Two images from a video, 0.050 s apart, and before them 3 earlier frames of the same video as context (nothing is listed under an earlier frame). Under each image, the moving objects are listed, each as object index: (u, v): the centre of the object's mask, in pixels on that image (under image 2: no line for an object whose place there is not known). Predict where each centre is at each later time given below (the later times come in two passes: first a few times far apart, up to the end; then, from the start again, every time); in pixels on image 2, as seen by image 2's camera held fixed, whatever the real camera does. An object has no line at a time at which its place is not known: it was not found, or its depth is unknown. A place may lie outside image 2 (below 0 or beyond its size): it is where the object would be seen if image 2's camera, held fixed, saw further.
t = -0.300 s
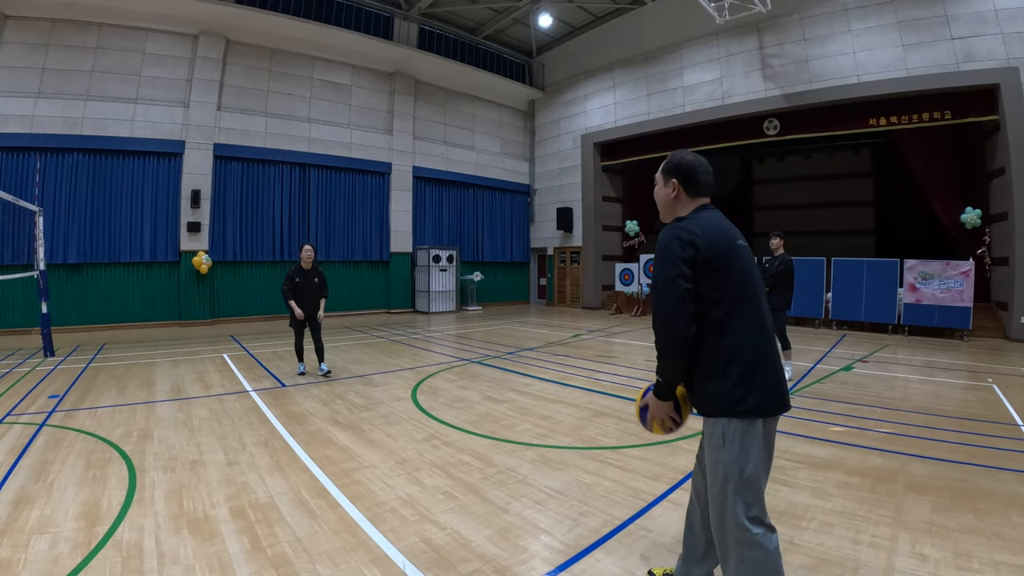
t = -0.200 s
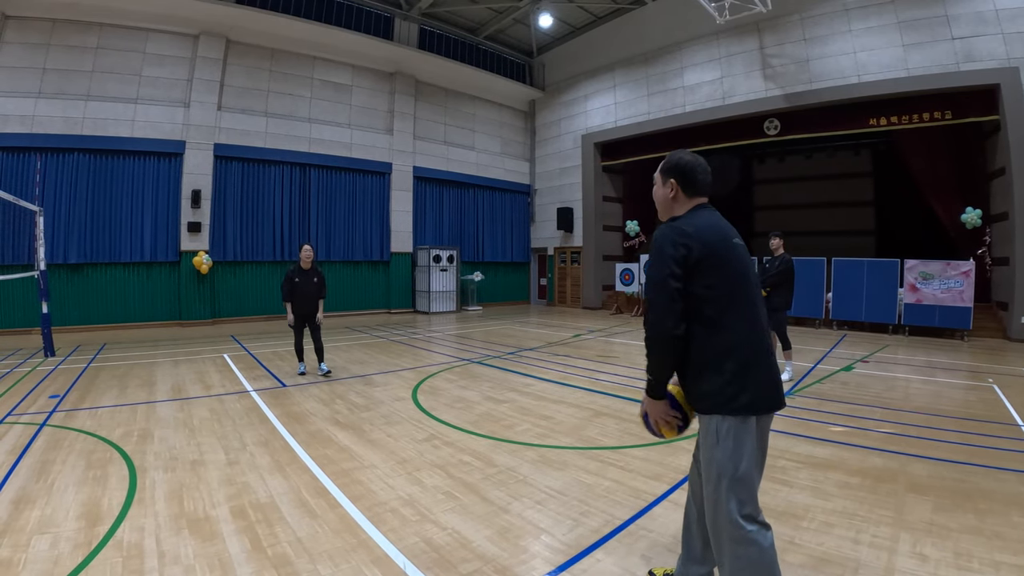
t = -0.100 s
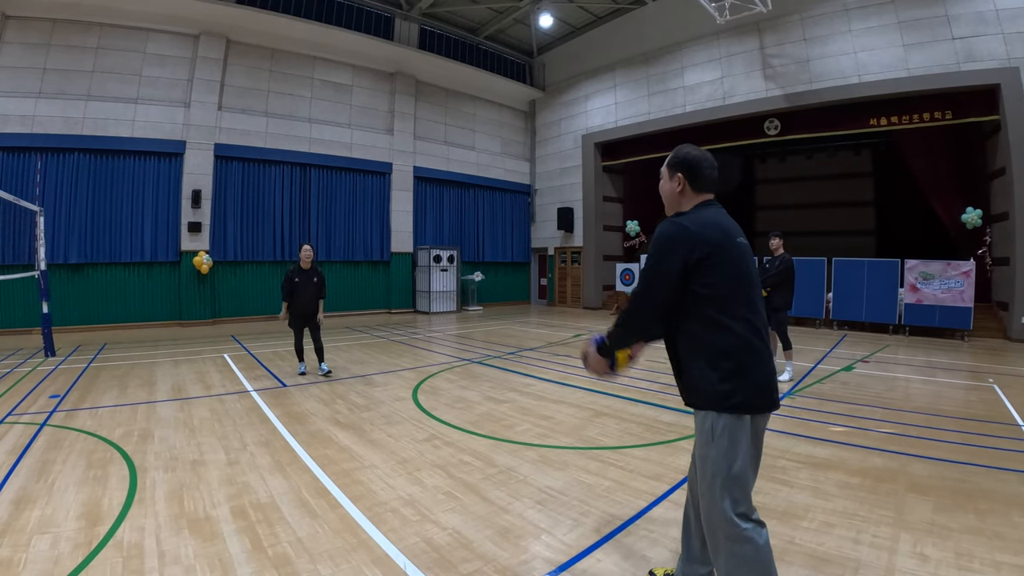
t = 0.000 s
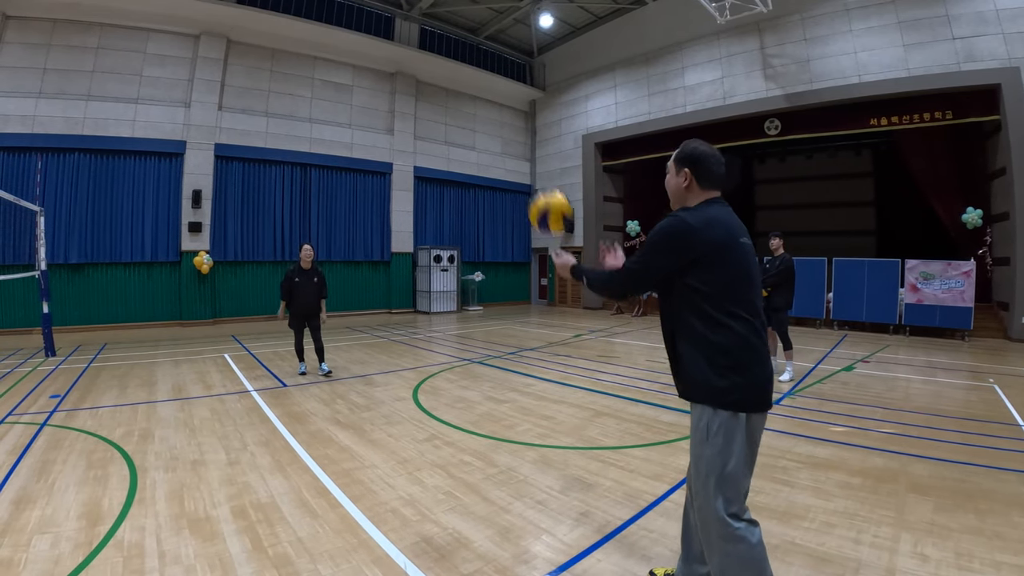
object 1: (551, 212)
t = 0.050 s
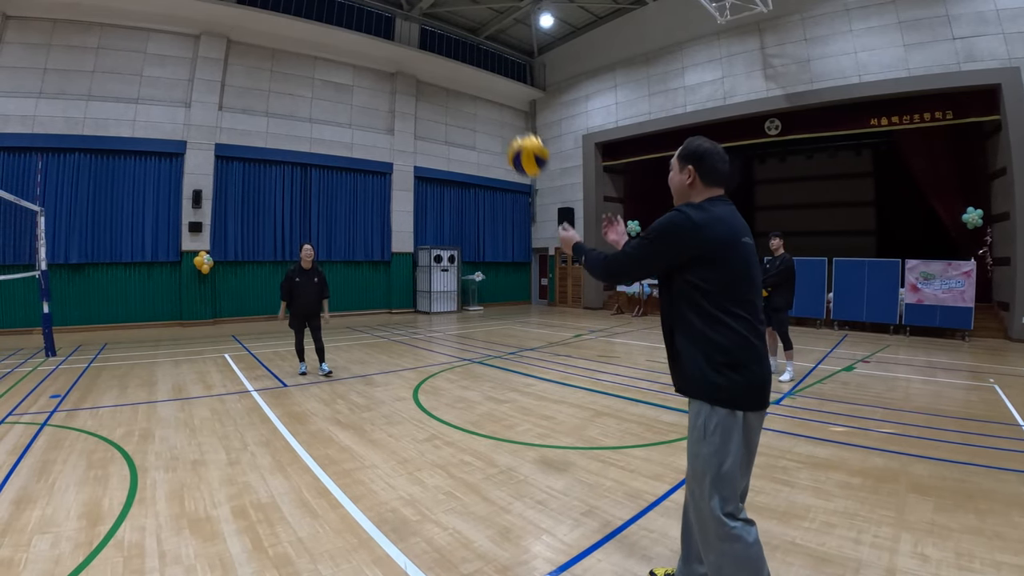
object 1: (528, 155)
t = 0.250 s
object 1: (466, 33)
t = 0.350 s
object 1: (446, 11)
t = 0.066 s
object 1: (521, 139)
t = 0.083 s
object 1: (515, 124)
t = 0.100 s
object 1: (509, 111)
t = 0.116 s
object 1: (503, 98)
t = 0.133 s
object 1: (498, 88)
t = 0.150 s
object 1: (492, 77)
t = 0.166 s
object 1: (488, 68)
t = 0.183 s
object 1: (483, 59)
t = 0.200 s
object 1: (479, 52)
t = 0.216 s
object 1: (475, 45)
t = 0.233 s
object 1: (470, 39)
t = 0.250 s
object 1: (466, 33)
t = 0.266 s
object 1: (463, 28)
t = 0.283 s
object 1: (459, 23)
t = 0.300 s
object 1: (456, 20)
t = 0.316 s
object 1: (452, 16)
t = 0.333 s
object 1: (449, 13)
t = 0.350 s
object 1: (446, 11)
